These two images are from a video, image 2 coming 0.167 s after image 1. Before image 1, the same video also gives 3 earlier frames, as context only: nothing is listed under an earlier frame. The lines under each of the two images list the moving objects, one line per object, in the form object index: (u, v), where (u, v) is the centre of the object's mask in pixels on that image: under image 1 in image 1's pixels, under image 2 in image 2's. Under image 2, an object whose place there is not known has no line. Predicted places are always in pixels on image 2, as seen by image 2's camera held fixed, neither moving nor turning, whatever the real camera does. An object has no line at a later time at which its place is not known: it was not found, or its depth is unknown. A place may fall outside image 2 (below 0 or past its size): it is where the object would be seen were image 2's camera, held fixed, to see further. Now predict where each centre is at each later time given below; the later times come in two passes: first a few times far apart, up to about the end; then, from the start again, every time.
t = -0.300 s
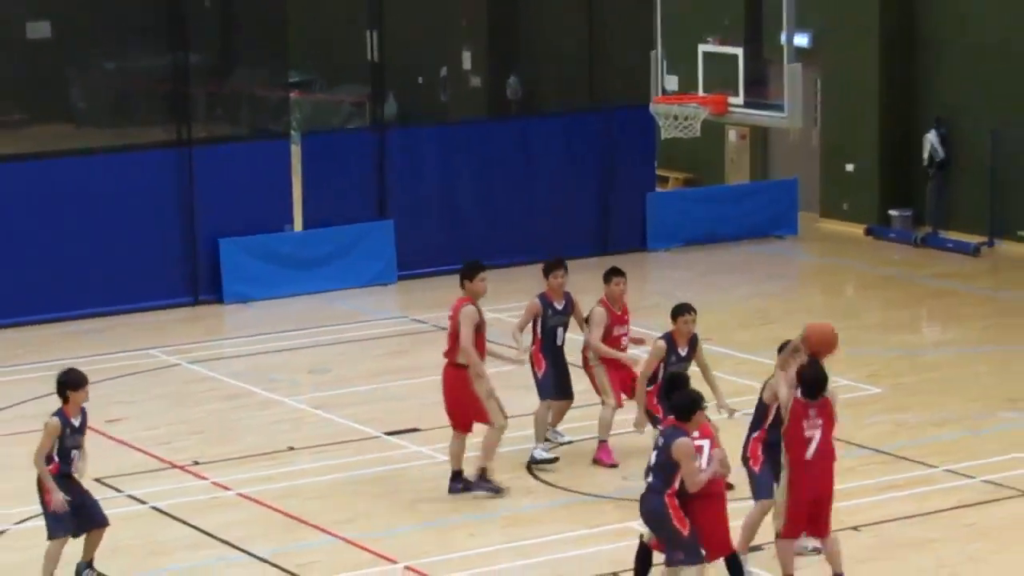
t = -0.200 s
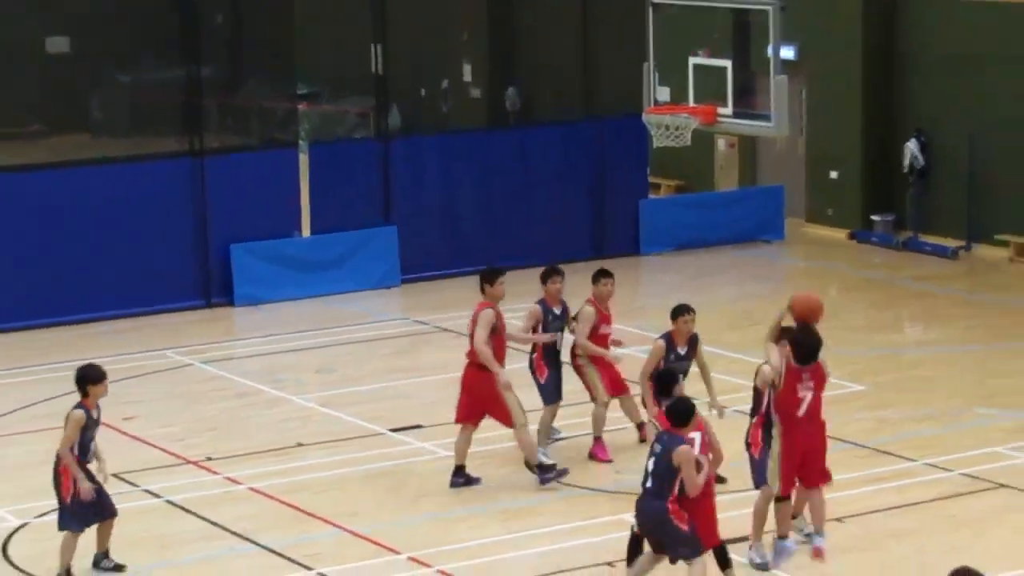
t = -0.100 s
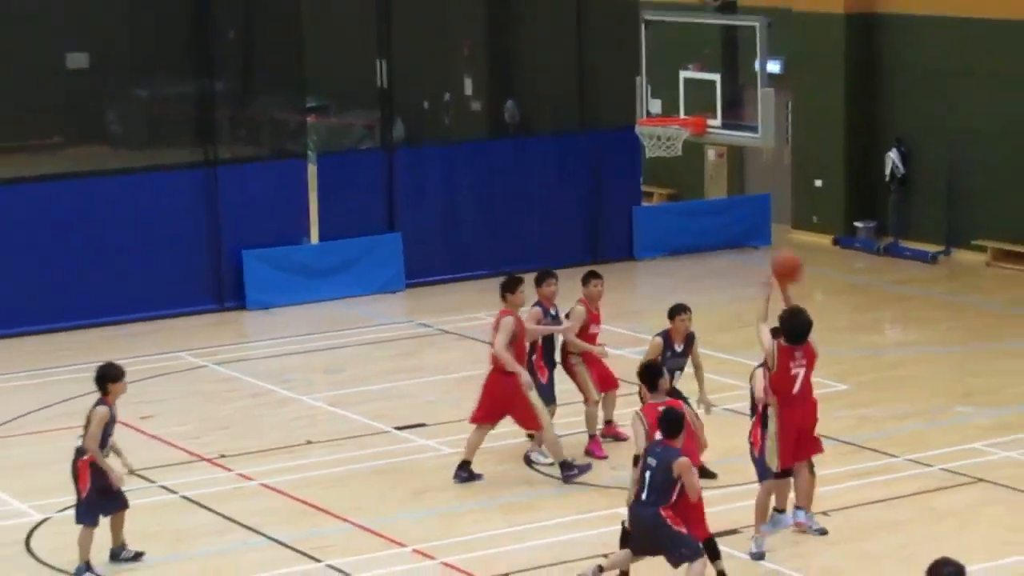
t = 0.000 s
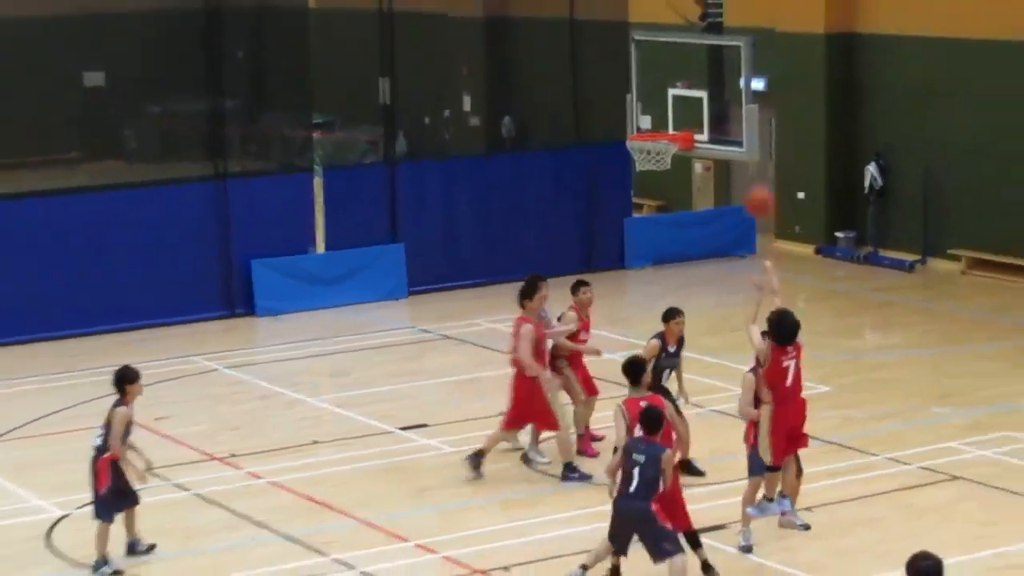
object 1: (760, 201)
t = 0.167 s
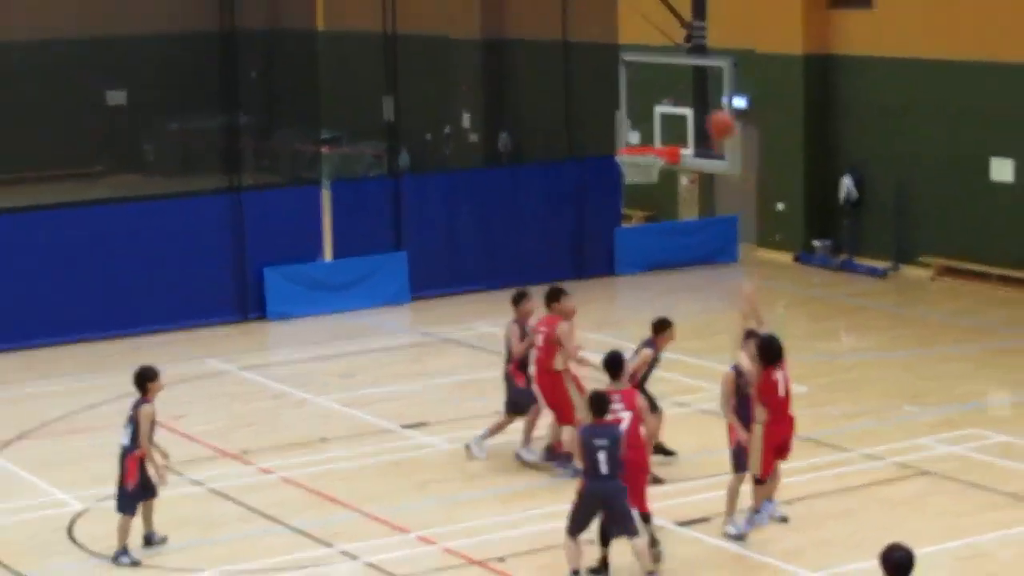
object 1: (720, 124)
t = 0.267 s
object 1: (710, 90)
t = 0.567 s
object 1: (681, 53)
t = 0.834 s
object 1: (659, 97)
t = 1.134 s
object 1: (616, 210)
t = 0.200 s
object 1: (717, 112)
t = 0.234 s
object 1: (713, 100)
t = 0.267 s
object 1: (710, 90)
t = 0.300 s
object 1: (706, 81)
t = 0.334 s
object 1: (703, 74)
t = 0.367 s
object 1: (700, 67)
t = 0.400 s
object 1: (696, 62)
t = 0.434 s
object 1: (692, 58)
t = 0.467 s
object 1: (690, 54)
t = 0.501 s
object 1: (687, 53)
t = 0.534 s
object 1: (684, 53)
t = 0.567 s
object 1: (681, 53)
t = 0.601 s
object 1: (678, 55)
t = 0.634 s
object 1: (675, 57)
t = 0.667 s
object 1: (672, 61)
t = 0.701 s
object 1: (670, 66)
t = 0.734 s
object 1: (666, 73)
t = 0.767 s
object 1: (664, 80)
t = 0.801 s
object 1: (661, 88)
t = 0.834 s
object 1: (659, 97)
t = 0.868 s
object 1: (656, 107)
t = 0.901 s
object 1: (653, 119)
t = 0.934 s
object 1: (651, 131)
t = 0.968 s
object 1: (649, 140)
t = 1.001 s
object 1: (644, 157)
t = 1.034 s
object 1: (639, 164)
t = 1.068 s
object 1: (631, 185)
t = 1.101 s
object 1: (623, 196)
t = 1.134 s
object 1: (616, 210)
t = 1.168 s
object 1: (609, 226)
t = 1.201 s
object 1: (603, 243)
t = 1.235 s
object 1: (596, 260)
